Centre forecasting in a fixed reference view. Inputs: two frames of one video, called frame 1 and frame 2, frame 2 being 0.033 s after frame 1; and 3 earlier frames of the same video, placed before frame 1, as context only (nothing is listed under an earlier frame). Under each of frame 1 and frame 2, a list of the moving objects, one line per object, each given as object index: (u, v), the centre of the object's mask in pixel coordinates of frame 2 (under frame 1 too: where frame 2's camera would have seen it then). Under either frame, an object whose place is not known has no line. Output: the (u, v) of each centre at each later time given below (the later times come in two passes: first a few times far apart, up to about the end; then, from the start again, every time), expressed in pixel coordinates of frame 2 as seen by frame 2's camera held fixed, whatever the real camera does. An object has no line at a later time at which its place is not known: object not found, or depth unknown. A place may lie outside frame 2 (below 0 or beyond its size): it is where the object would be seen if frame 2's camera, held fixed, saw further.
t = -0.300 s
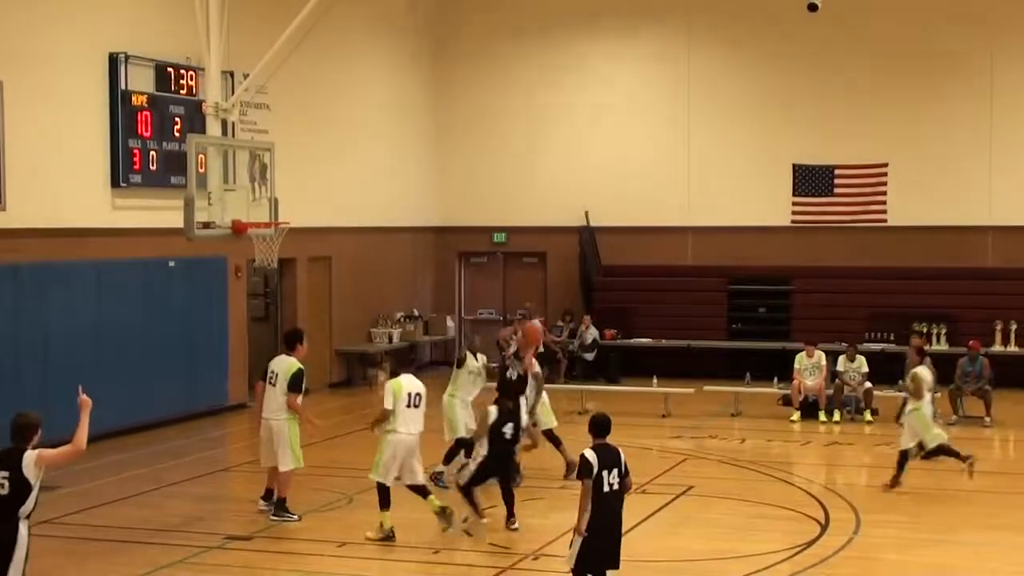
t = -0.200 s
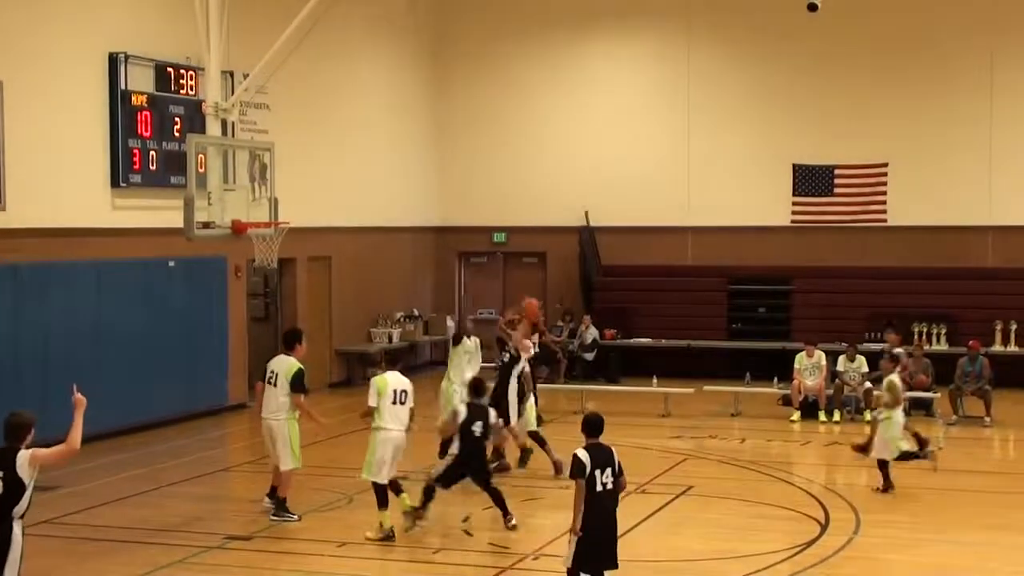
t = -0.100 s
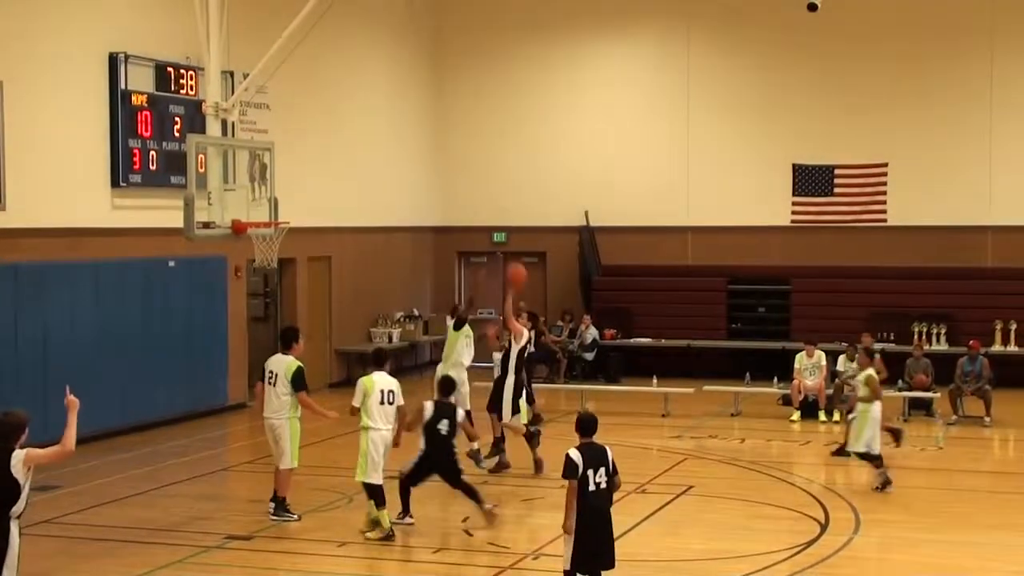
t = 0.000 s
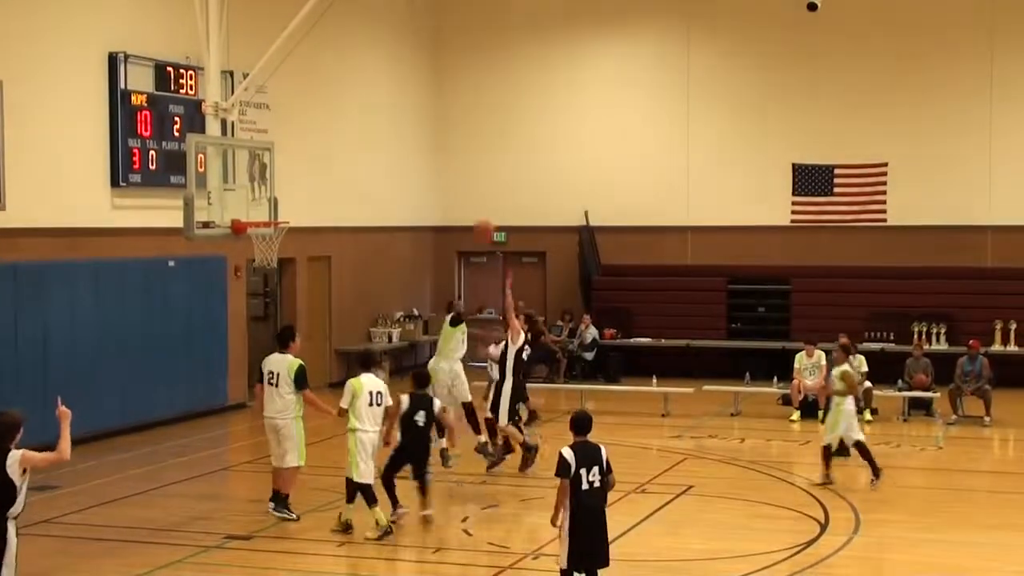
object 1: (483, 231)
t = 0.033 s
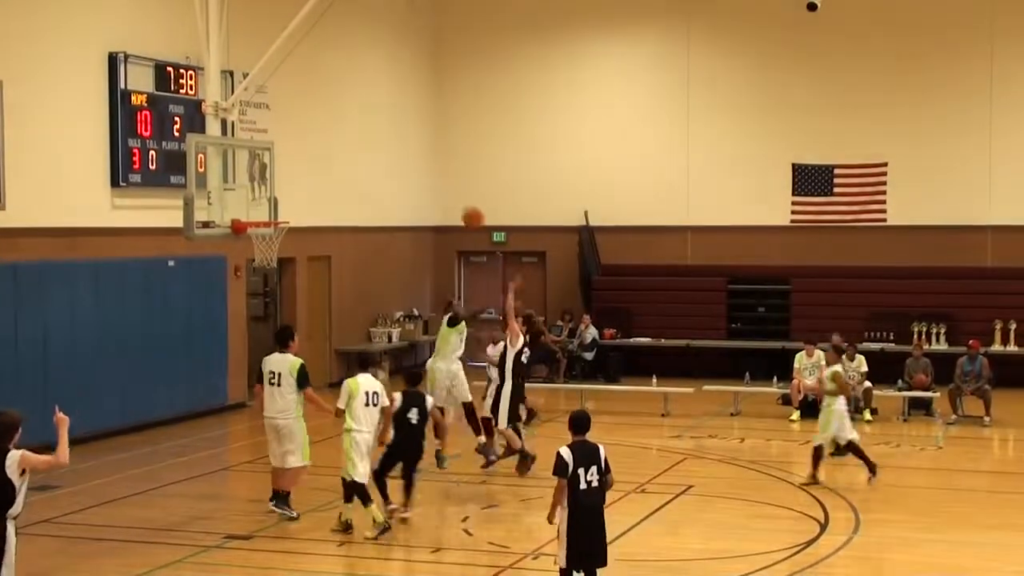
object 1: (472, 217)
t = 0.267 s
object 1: (397, 153)
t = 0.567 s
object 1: (299, 142)
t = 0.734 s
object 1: (244, 172)
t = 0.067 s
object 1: (461, 205)
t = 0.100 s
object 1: (451, 194)
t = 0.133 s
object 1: (440, 184)
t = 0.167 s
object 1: (430, 175)
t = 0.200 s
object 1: (419, 167)
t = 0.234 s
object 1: (408, 160)
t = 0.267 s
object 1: (397, 153)
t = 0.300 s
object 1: (386, 148)
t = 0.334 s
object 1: (375, 143)
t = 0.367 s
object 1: (365, 141)
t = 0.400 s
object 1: (354, 139)
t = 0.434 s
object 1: (343, 137)
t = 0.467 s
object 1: (332, 137)
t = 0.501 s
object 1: (321, 138)
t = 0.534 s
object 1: (310, 139)
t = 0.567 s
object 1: (299, 142)
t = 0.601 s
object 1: (289, 146)
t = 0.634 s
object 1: (278, 151)
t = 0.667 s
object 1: (267, 157)
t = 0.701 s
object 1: (256, 164)
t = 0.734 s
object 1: (244, 172)
